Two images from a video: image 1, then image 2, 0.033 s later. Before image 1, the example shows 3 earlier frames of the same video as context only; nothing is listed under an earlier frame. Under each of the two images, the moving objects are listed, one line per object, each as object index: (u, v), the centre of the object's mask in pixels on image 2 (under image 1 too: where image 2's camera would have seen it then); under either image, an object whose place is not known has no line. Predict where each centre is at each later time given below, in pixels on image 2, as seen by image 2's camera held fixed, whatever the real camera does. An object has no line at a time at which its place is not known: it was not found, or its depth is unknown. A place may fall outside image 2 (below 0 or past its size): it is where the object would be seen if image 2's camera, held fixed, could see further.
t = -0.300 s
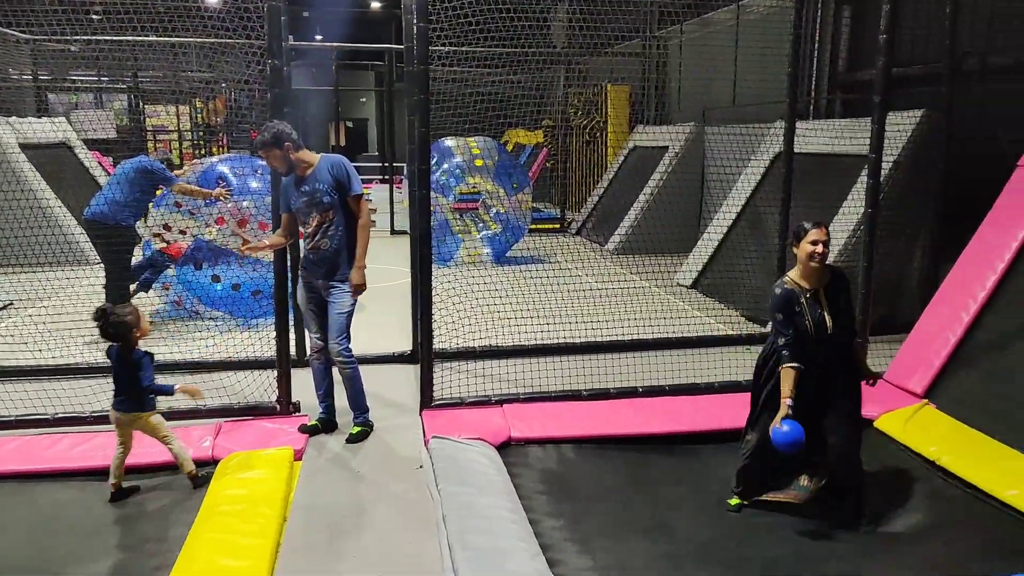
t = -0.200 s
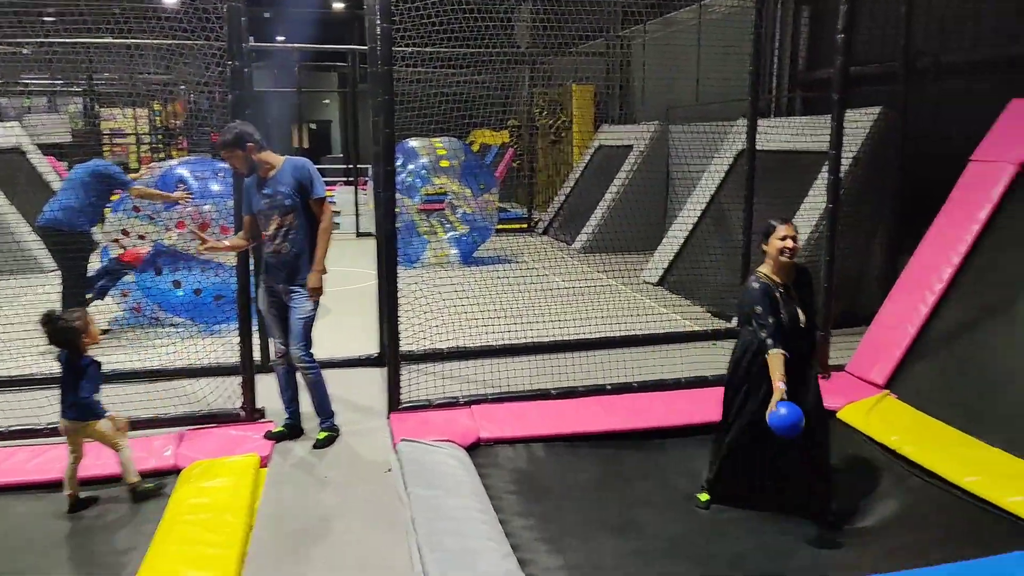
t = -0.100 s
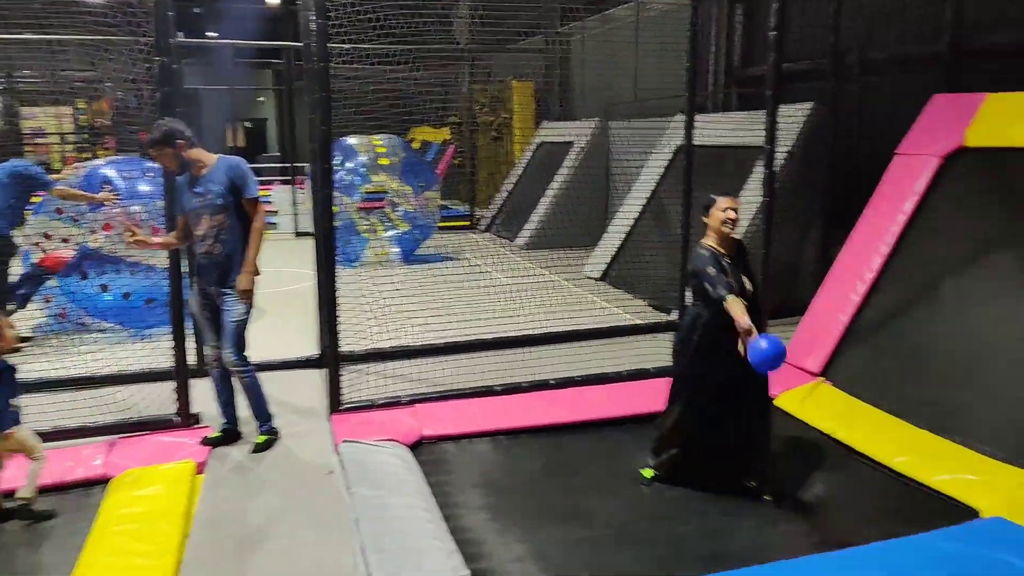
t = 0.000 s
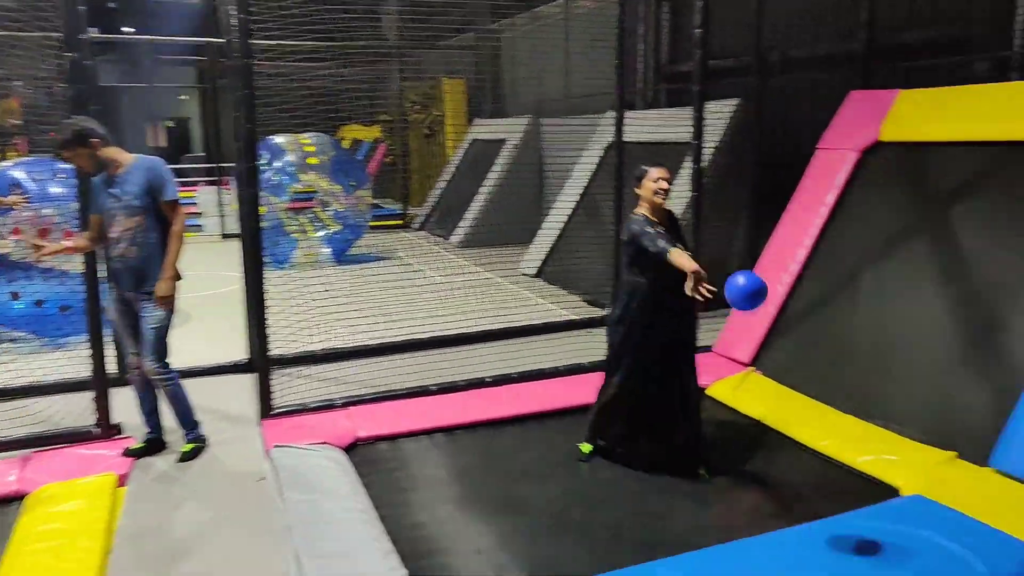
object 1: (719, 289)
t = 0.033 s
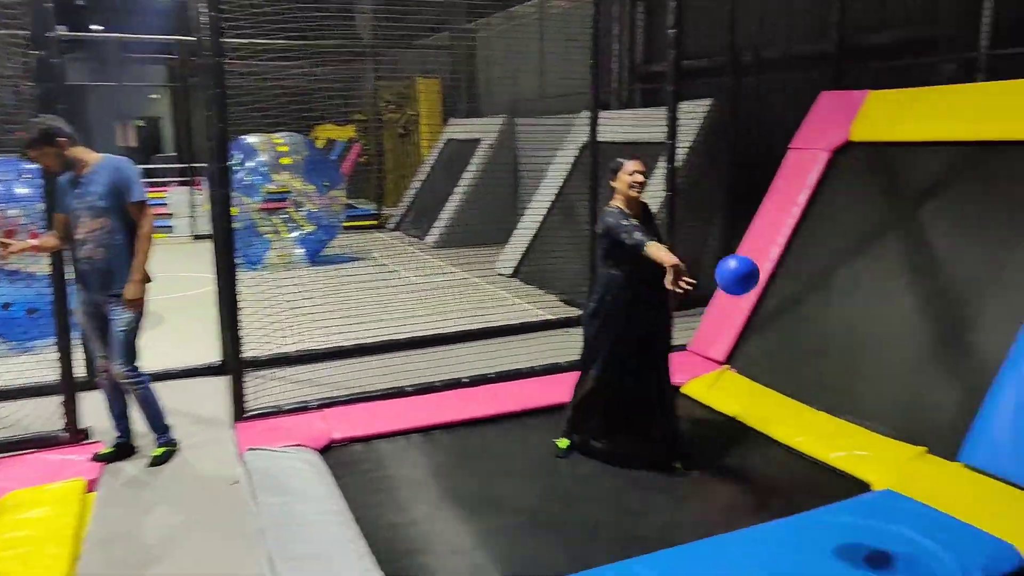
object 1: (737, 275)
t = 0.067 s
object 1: (756, 264)
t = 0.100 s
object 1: (775, 254)
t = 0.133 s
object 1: (795, 245)
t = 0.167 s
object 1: (816, 240)
